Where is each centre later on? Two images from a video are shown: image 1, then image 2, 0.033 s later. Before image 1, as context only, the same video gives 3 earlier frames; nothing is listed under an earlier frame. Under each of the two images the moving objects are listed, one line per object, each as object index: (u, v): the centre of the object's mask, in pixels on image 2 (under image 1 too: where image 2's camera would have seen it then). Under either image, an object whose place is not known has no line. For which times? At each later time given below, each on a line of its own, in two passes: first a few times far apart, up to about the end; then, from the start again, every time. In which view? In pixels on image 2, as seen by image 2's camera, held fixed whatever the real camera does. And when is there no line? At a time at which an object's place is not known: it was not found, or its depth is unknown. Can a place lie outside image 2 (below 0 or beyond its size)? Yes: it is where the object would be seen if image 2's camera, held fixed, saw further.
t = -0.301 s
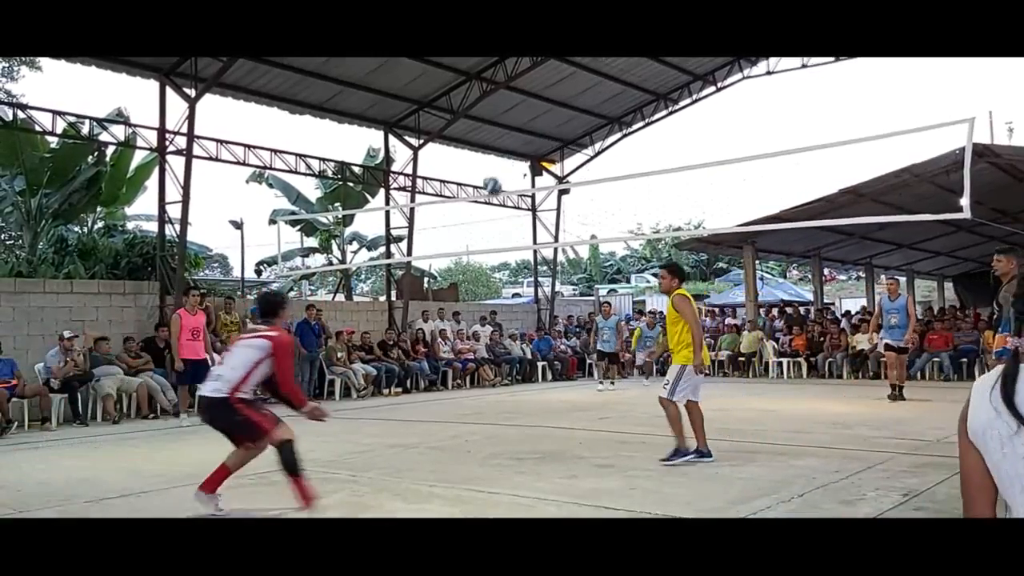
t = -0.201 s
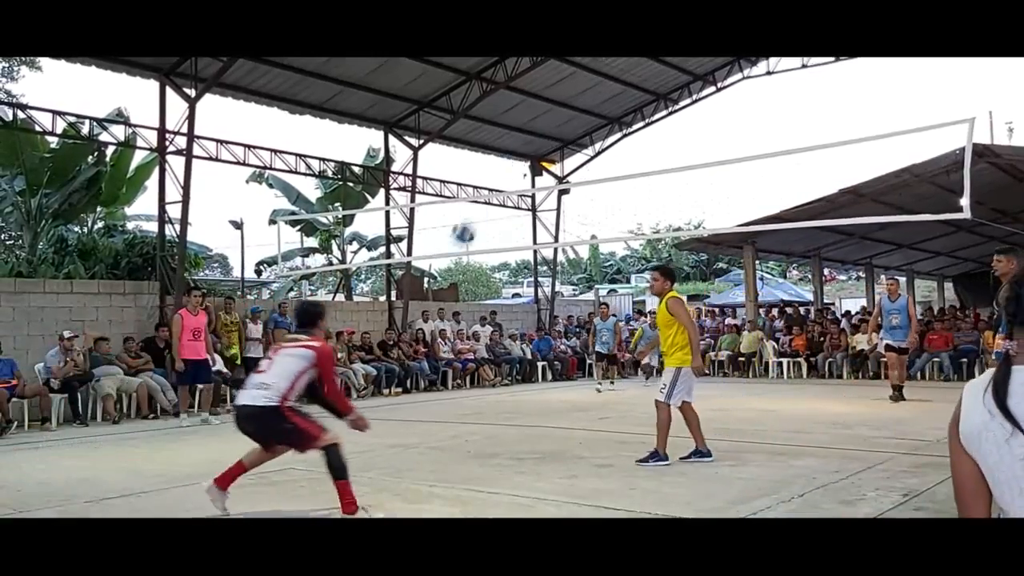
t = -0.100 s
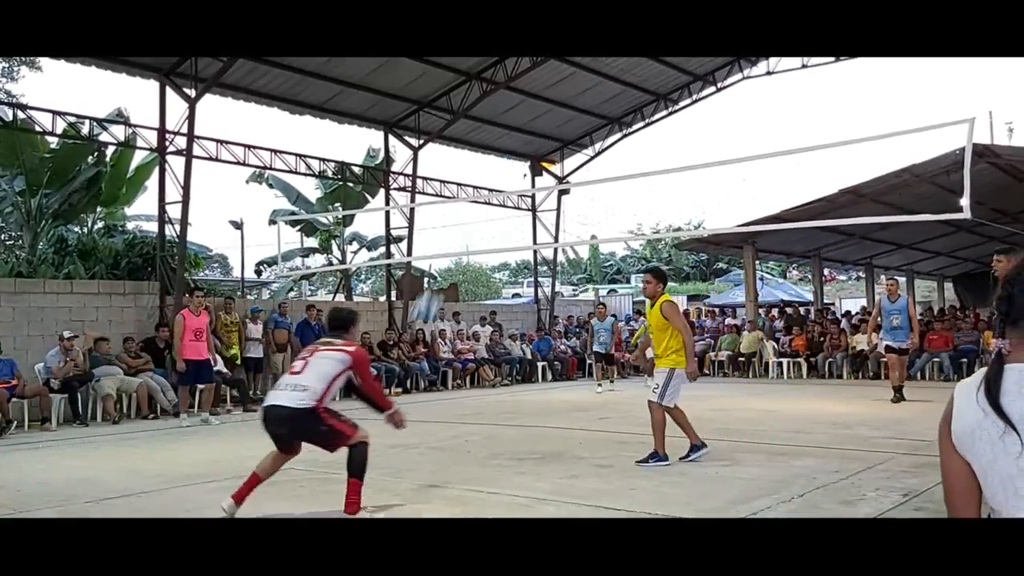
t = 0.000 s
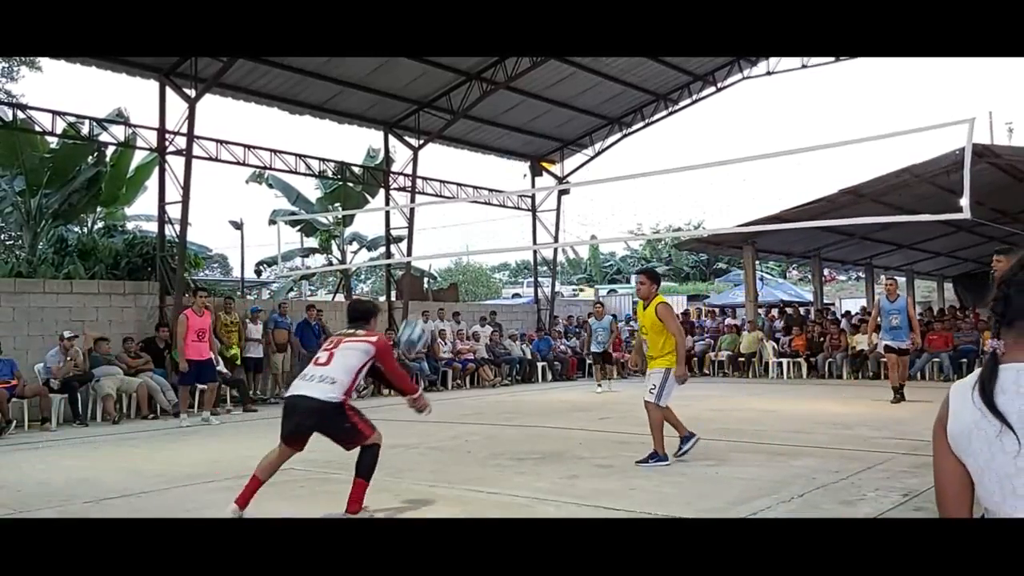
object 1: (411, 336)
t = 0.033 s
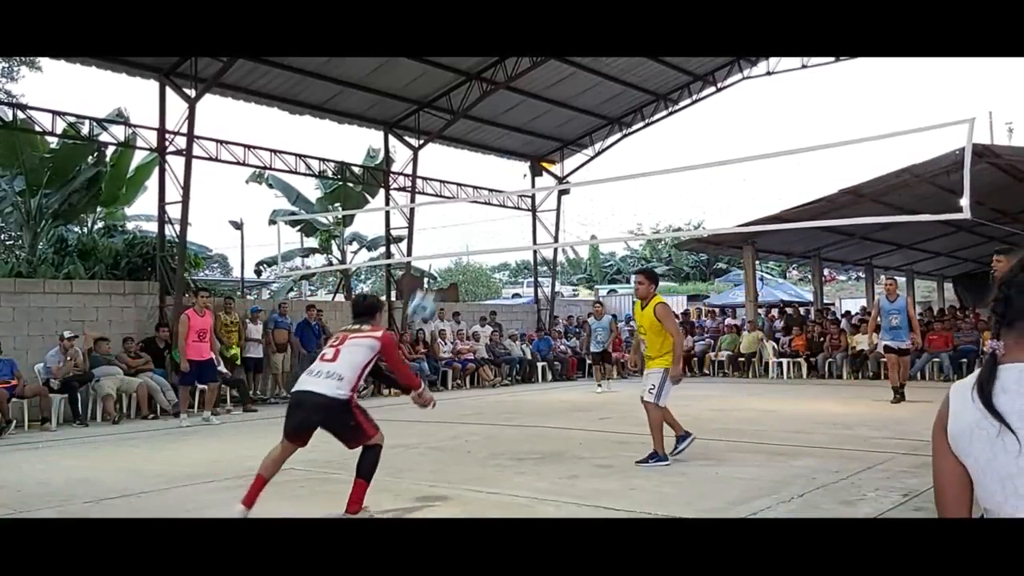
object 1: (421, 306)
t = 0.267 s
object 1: (485, 164)
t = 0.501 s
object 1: (537, 107)
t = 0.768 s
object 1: (589, 123)
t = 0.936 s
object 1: (619, 171)
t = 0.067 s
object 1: (431, 285)
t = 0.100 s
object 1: (442, 257)
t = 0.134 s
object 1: (451, 236)
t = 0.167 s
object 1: (460, 216)
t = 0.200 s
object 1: (469, 197)
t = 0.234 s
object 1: (476, 181)
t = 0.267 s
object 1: (485, 164)
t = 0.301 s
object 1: (494, 151)
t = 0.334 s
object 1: (500, 142)
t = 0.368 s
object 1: (508, 131)
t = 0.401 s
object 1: (516, 123)
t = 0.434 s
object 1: (522, 117)
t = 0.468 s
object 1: (530, 112)
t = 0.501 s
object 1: (537, 107)
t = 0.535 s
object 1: (544, 106)
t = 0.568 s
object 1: (551, 104)
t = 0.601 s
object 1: (558, 104)
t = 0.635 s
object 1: (564, 106)
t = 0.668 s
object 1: (570, 108)
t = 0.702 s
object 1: (577, 112)
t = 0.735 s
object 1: (583, 117)
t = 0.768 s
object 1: (589, 123)
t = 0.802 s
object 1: (595, 130)
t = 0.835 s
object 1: (601, 139)
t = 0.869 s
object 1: (608, 149)
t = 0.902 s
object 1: (614, 159)
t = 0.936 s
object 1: (619, 171)
